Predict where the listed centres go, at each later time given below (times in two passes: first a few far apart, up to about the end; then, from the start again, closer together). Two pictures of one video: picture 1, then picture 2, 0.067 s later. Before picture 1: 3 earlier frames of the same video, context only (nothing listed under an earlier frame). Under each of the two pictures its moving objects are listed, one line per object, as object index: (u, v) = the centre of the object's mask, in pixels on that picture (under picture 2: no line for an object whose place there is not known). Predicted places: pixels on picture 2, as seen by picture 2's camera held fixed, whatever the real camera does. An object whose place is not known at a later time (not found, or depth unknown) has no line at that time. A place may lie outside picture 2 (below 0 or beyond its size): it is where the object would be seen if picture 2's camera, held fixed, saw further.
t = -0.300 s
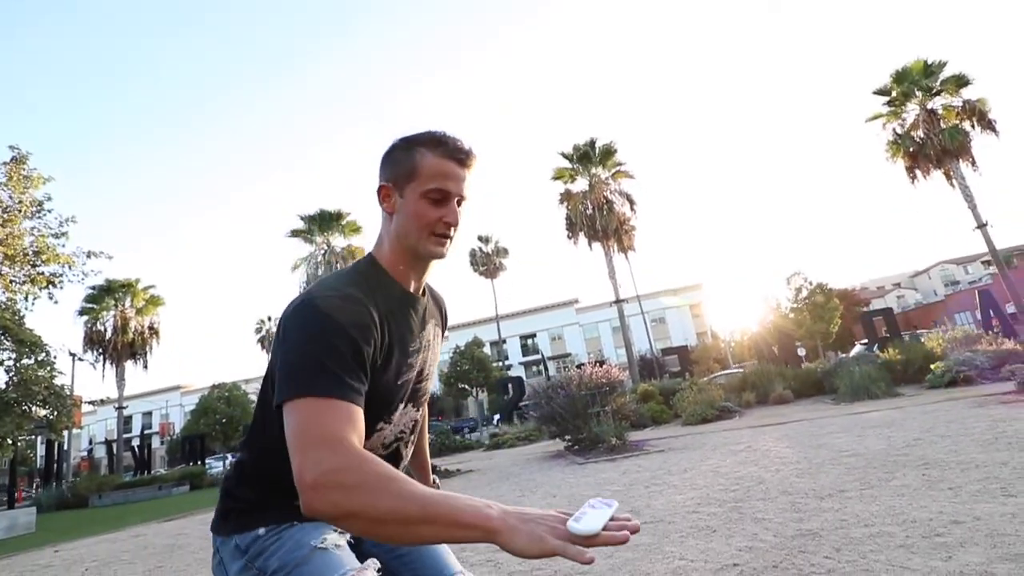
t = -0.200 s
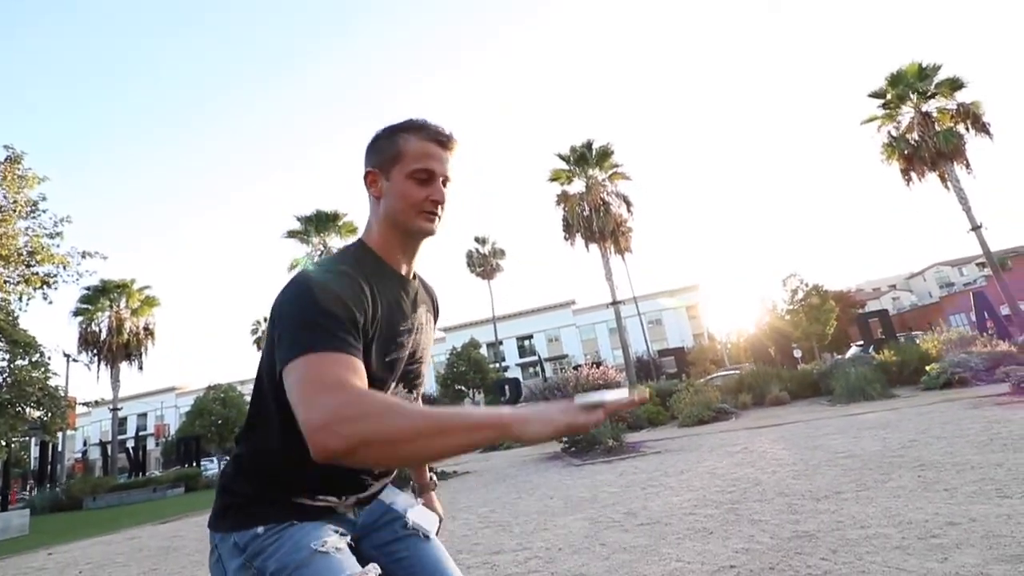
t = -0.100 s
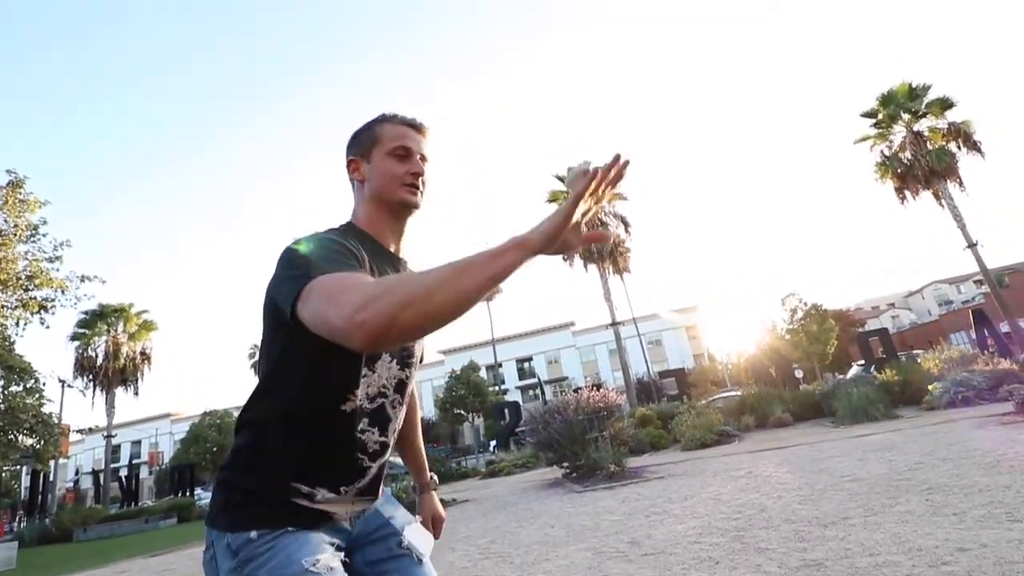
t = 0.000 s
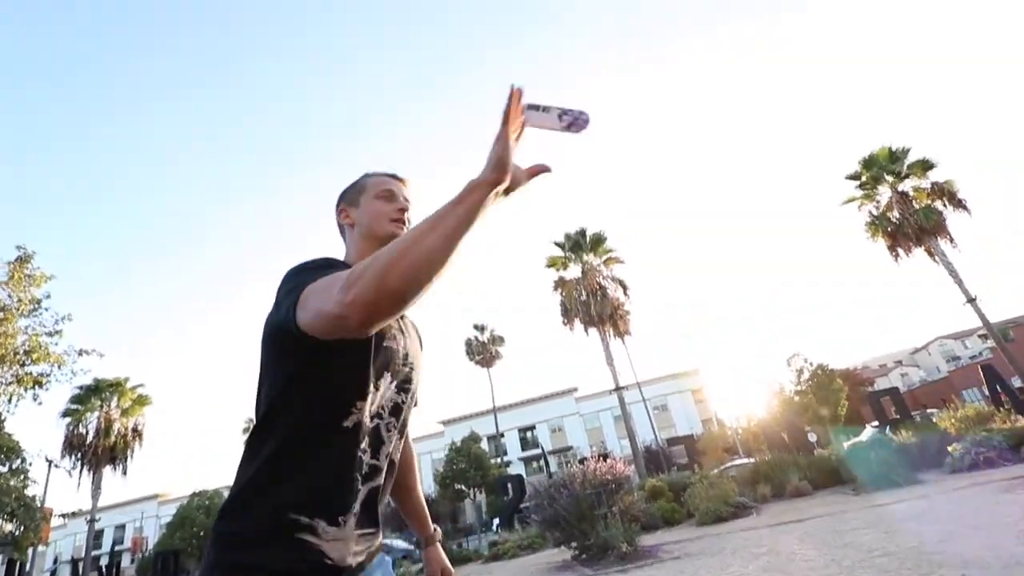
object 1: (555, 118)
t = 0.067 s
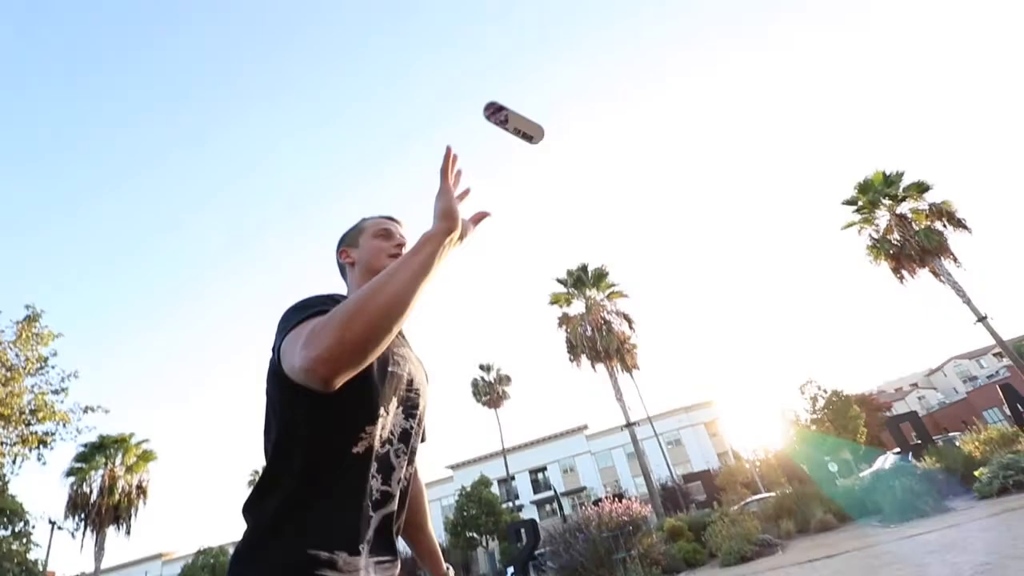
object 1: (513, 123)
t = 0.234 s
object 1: (466, 114)
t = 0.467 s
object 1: (440, 212)
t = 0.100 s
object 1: (501, 114)
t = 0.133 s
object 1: (489, 109)
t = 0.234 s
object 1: (466, 114)
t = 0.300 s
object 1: (455, 128)
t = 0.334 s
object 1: (452, 139)
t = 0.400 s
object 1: (444, 169)
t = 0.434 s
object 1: (444, 189)
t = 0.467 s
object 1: (440, 212)
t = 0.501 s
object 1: (441, 240)
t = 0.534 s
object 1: (443, 272)
